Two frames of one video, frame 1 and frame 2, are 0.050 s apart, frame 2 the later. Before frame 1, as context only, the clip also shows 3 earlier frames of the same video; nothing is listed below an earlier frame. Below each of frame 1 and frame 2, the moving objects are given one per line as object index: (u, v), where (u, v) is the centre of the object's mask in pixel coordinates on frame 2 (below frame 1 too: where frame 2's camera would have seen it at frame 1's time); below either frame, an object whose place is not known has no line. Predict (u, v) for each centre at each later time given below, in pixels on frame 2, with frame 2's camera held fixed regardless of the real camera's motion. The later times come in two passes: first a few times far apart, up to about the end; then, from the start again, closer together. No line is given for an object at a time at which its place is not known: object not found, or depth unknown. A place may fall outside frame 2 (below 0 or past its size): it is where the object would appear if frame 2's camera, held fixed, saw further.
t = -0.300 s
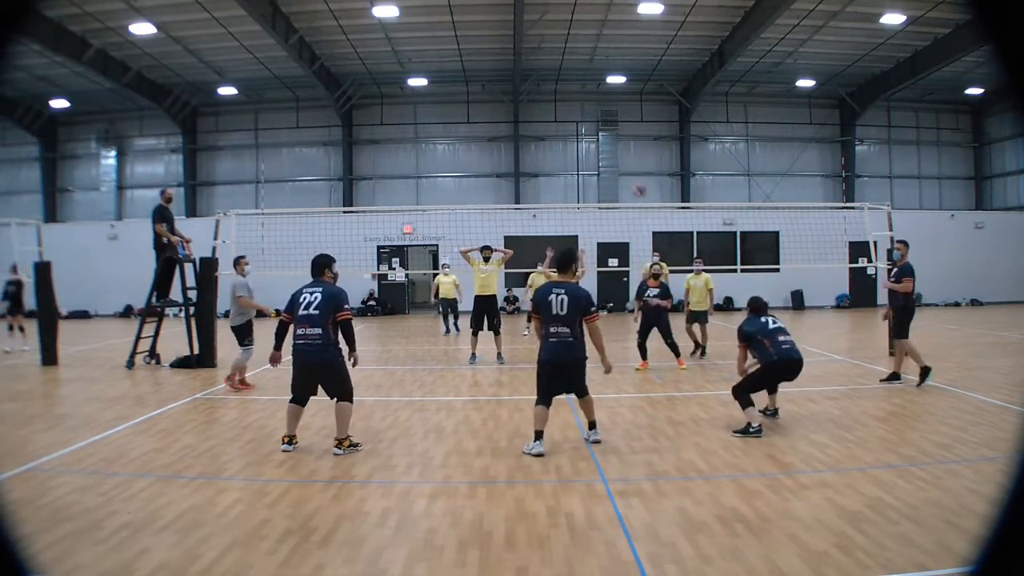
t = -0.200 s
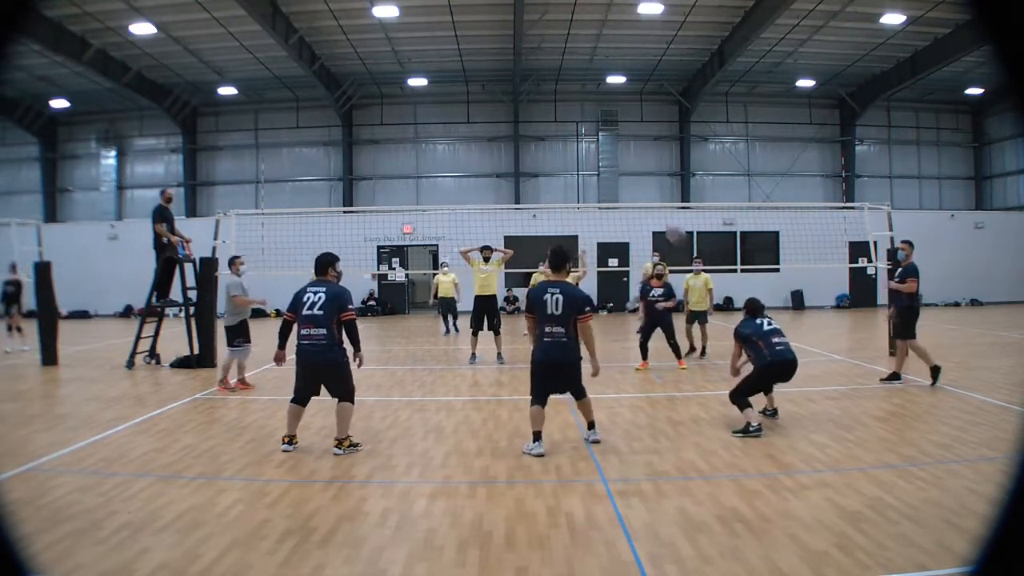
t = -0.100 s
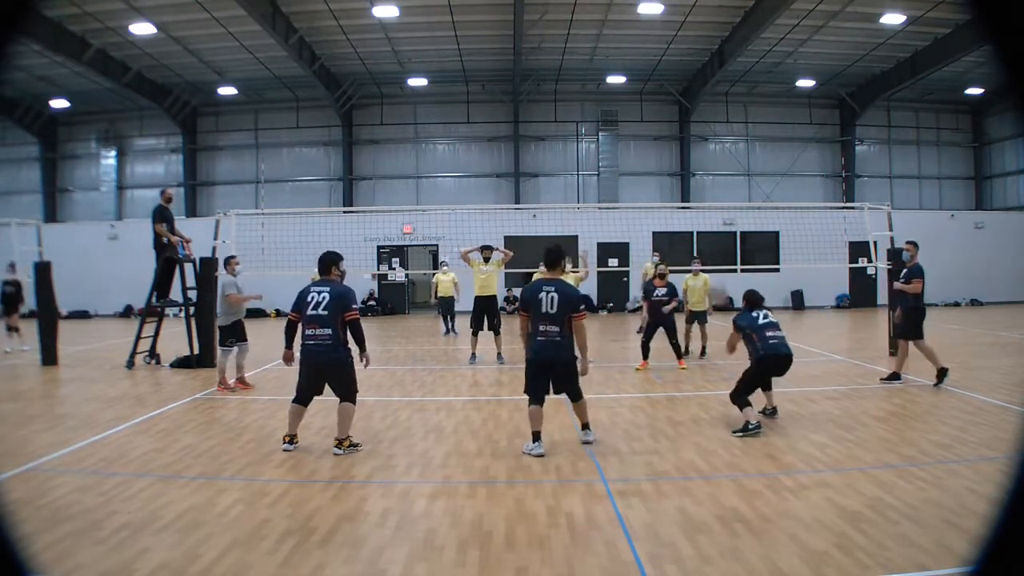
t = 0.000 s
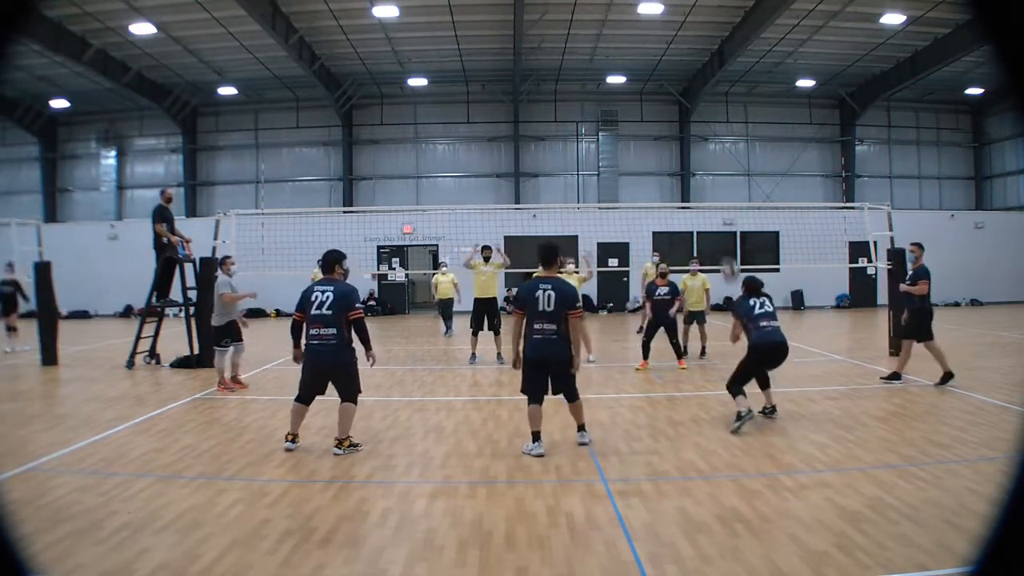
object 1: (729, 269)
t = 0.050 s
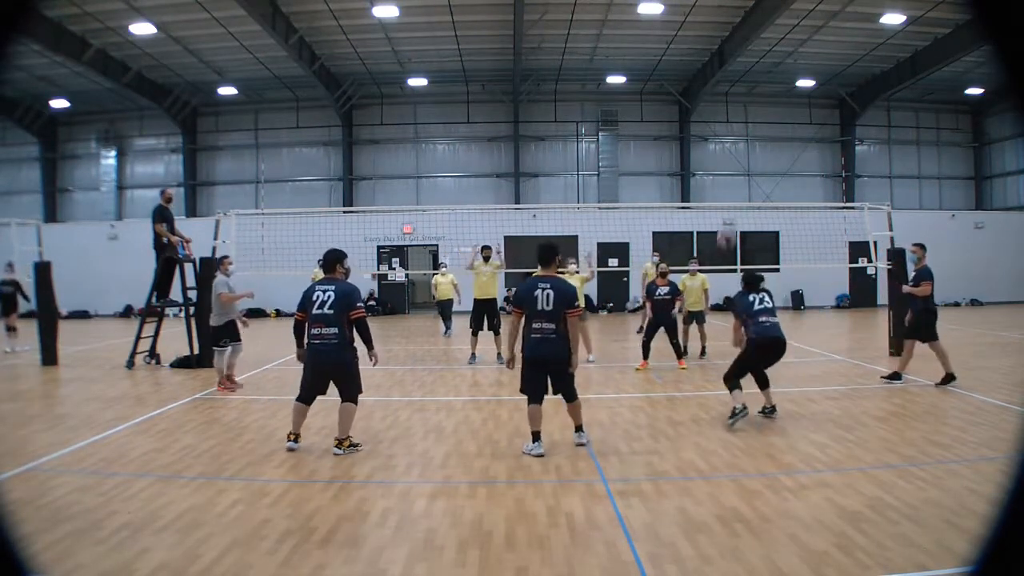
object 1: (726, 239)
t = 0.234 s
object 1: (711, 135)
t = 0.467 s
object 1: (697, 61)
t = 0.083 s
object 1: (724, 215)
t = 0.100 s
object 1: (724, 206)
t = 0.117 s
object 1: (723, 197)
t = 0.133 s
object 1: (720, 185)
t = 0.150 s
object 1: (719, 177)
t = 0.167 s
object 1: (718, 165)
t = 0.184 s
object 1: (716, 159)
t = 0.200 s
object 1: (713, 149)
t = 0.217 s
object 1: (712, 141)
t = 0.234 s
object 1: (711, 135)
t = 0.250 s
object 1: (710, 125)
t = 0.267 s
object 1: (709, 118)
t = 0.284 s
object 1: (709, 114)
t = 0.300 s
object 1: (707, 107)
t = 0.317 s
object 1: (706, 100)
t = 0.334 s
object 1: (705, 96)
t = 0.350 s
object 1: (704, 91)
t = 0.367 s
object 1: (703, 86)
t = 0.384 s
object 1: (702, 81)
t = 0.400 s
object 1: (701, 77)
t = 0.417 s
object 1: (700, 73)
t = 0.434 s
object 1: (699, 69)
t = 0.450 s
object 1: (698, 65)
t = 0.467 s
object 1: (697, 61)
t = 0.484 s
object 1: (696, 57)
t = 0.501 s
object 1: (695, 54)
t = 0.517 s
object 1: (694, 52)
